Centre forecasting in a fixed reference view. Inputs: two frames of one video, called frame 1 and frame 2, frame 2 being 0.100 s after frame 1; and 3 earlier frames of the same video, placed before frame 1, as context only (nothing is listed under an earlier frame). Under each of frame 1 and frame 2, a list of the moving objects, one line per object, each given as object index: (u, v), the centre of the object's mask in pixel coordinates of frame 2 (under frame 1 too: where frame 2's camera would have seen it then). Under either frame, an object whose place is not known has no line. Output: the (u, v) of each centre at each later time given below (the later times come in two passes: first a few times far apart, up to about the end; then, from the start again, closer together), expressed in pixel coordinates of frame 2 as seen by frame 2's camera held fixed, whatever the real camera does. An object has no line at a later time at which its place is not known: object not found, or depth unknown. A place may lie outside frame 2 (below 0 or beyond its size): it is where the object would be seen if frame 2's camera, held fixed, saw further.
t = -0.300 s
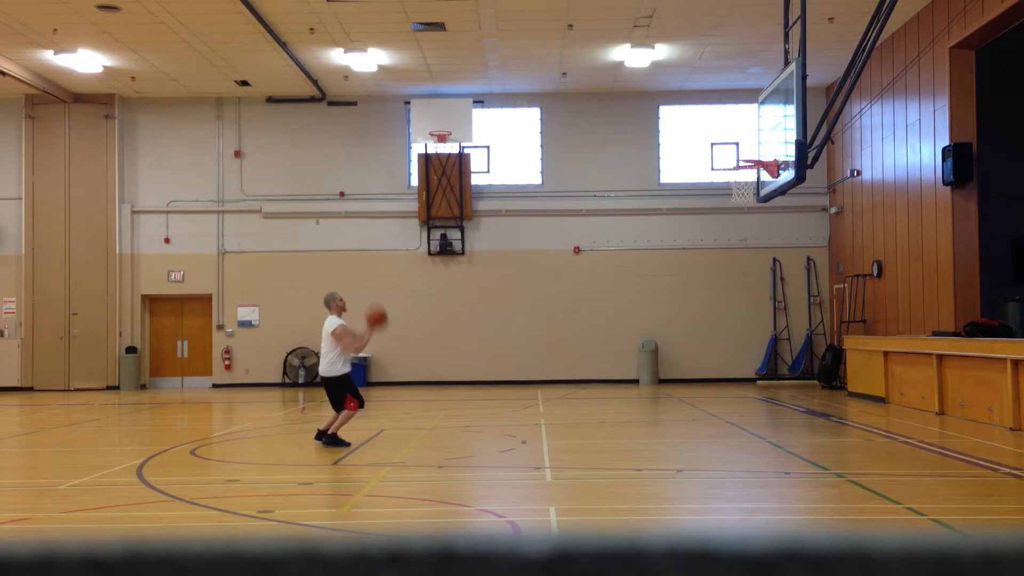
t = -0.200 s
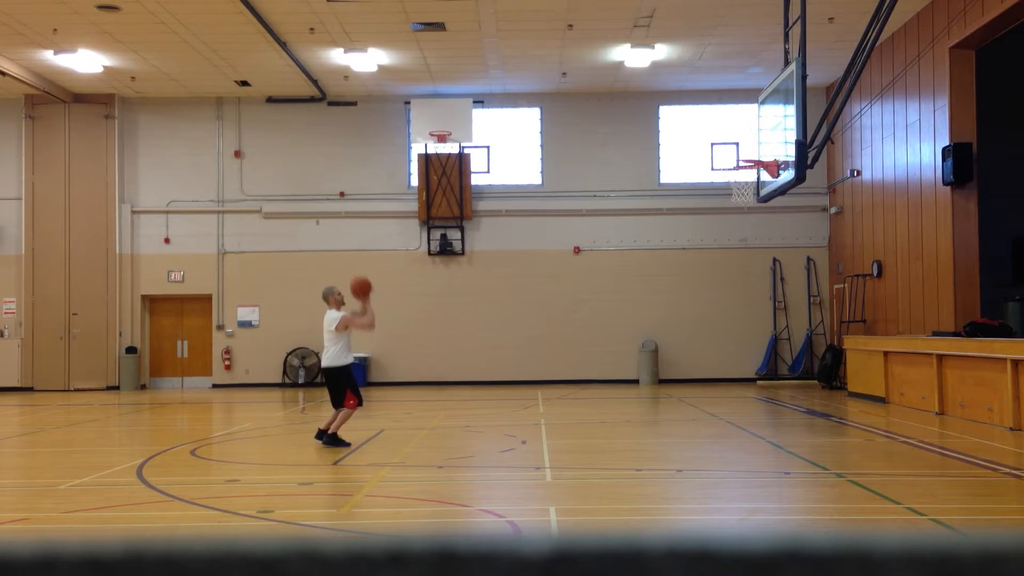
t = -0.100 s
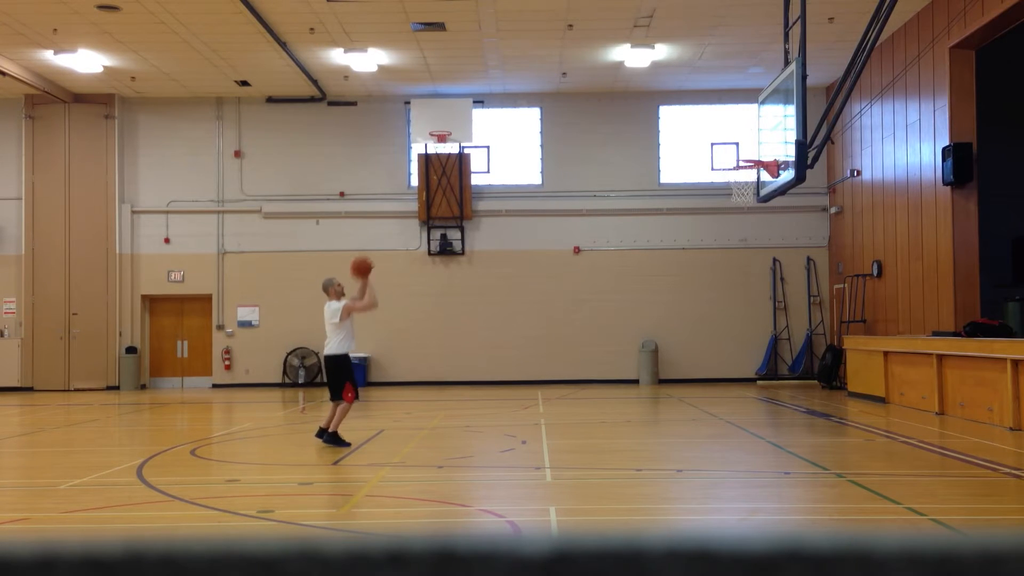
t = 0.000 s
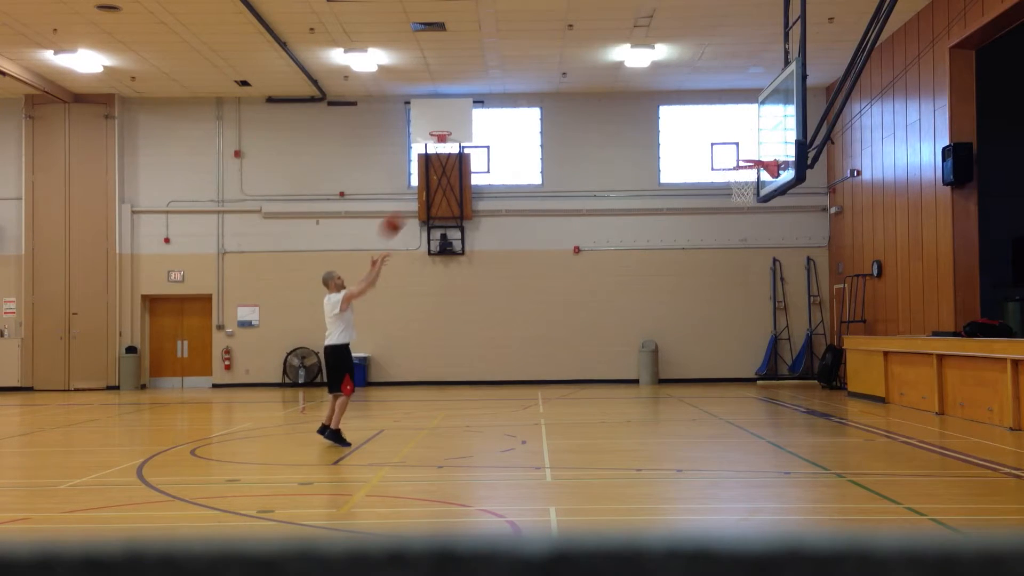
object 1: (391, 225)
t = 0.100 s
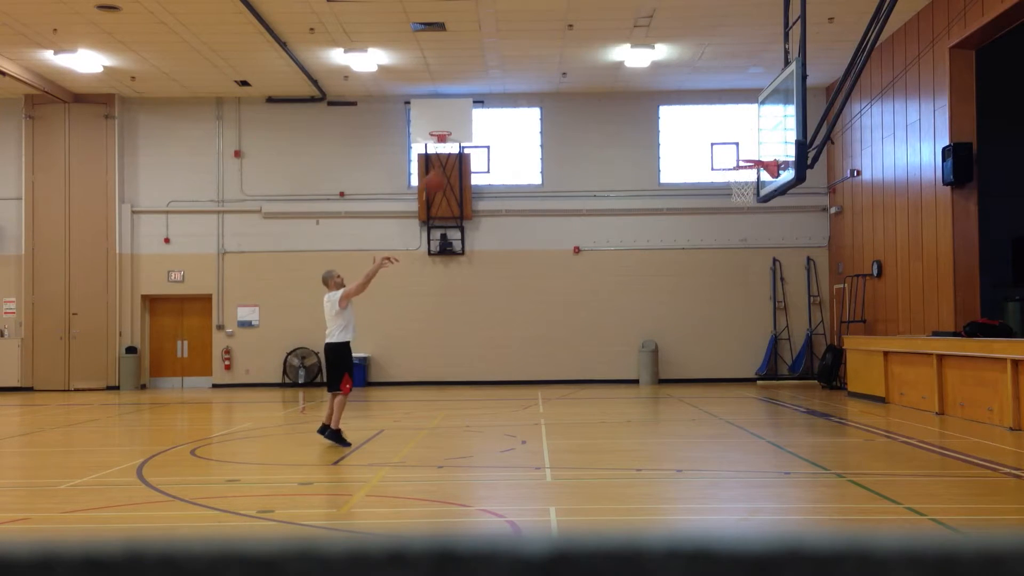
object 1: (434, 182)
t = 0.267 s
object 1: (505, 134)
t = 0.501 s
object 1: (600, 108)
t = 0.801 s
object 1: (720, 144)
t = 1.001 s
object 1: (741, 202)
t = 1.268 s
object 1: (720, 319)
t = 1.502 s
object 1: (697, 409)
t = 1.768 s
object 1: (654, 304)
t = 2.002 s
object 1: (617, 267)
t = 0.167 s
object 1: (459, 161)
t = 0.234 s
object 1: (490, 142)
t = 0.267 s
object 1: (505, 134)
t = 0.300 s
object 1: (518, 128)
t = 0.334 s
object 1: (532, 122)
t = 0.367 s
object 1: (547, 118)
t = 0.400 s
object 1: (559, 114)
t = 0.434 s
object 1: (573, 112)
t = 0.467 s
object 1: (586, 110)
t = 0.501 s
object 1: (600, 108)
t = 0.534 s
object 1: (614, 108)
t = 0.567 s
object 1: (627, 110)
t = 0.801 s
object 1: (720, 144)
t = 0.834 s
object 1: (734, 154)
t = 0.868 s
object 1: (747, 163)
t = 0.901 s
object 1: (749, 172)
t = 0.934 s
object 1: (746, 183)
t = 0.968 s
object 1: (743, 194)
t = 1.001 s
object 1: (741, 202)
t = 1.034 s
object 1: (738, 214)
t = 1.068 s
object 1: (735, 226)
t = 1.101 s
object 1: (733, 238)
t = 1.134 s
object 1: (730, 253)
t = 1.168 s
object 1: (727, 269)
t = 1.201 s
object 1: (725, 285)
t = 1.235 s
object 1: (722, 302)
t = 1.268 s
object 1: (720, 319)
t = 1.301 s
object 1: (717, 337)
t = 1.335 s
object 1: (715, 358)
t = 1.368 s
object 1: (711, 378)
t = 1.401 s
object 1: (710, 402)
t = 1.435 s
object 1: (707, 425)
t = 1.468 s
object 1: (702, 428)
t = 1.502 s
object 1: (697, 409)
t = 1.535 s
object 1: (692, 392)
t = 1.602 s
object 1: (681, 362)
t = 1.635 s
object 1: (675, 347)
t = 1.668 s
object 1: (670, 335)
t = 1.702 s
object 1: (664, 324)
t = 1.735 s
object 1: (659, 313)
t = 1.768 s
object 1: (654, 304)
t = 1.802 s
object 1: (649, 296)
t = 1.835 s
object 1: (643, 288)
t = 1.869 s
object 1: (638, 282)
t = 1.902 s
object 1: (633, 277)
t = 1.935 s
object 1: (628, 273)
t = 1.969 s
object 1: (622, 270)
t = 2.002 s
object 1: (617, 267)
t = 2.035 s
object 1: (612, 267)
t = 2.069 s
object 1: (607, 266)
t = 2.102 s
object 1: (602, 267)
